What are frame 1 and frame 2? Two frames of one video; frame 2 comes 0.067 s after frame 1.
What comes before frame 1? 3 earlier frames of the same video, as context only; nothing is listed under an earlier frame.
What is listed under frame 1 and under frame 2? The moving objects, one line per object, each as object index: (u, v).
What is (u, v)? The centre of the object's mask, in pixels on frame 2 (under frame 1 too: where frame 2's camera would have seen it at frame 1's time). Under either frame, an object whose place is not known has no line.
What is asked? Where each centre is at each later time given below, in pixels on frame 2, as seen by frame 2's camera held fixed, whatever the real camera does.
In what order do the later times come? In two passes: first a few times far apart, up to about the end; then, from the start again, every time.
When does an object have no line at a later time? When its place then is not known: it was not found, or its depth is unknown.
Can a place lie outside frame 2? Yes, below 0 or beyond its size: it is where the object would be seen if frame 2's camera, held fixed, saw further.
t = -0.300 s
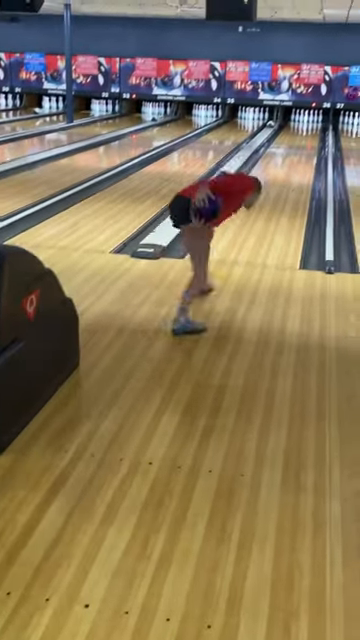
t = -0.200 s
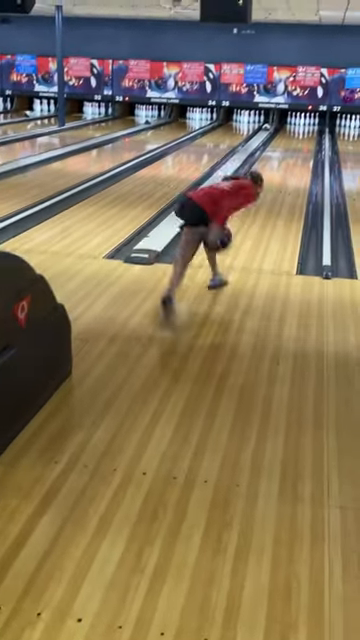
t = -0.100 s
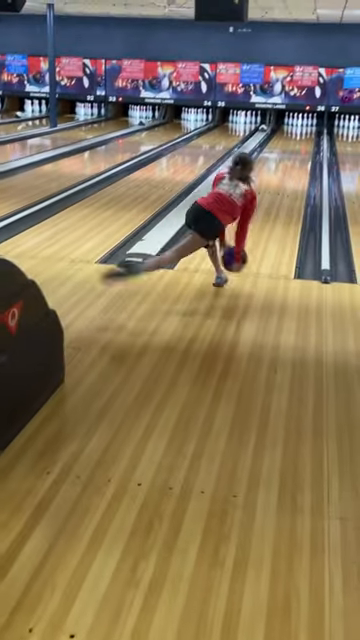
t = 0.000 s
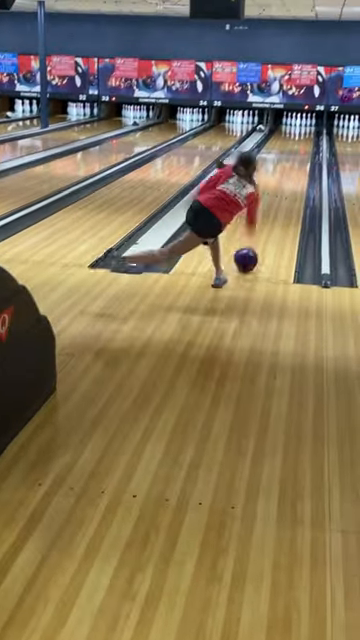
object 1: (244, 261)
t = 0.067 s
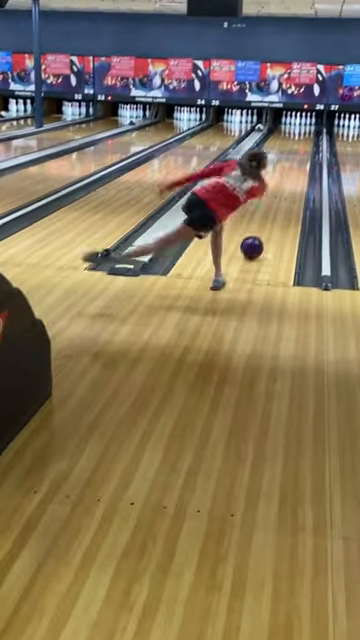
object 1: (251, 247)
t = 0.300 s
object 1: (271, 213)
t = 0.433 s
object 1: (279, 198)
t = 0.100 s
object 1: (255, 242)
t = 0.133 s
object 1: (258, 237)
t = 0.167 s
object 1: (260, 232)
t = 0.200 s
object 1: (263, 226)
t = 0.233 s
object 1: (266, 223)
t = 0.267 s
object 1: (269, 218)
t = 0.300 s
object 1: (271, 213)
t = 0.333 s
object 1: (273, 209)
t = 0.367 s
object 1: (276, 206)
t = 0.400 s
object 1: (278, 202)
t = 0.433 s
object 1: (279, 198)
